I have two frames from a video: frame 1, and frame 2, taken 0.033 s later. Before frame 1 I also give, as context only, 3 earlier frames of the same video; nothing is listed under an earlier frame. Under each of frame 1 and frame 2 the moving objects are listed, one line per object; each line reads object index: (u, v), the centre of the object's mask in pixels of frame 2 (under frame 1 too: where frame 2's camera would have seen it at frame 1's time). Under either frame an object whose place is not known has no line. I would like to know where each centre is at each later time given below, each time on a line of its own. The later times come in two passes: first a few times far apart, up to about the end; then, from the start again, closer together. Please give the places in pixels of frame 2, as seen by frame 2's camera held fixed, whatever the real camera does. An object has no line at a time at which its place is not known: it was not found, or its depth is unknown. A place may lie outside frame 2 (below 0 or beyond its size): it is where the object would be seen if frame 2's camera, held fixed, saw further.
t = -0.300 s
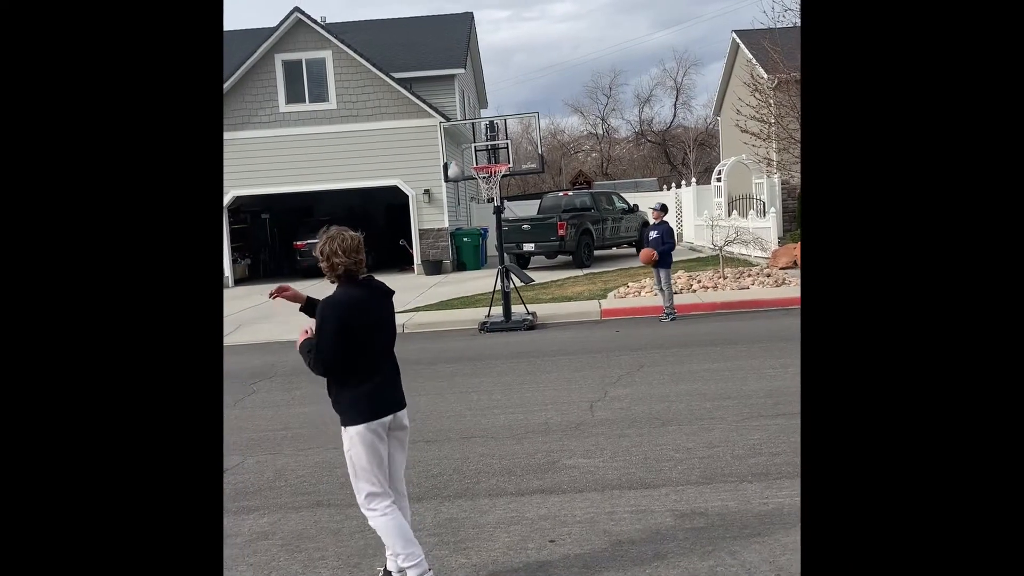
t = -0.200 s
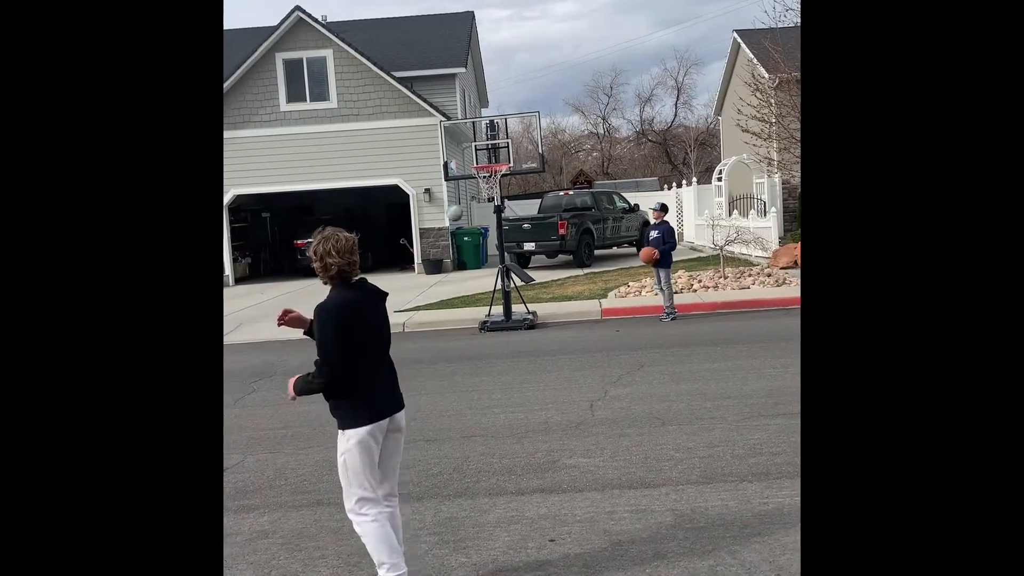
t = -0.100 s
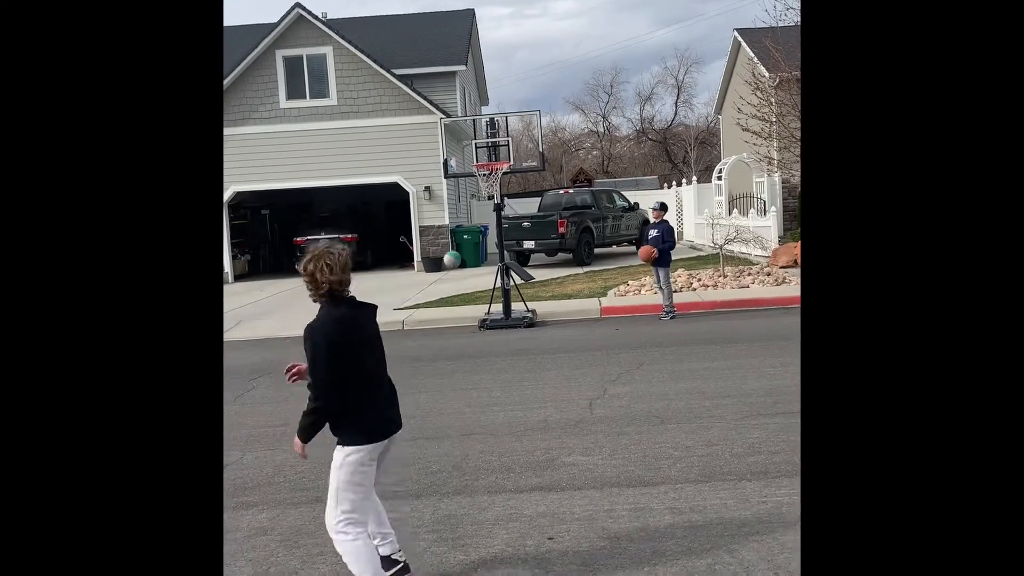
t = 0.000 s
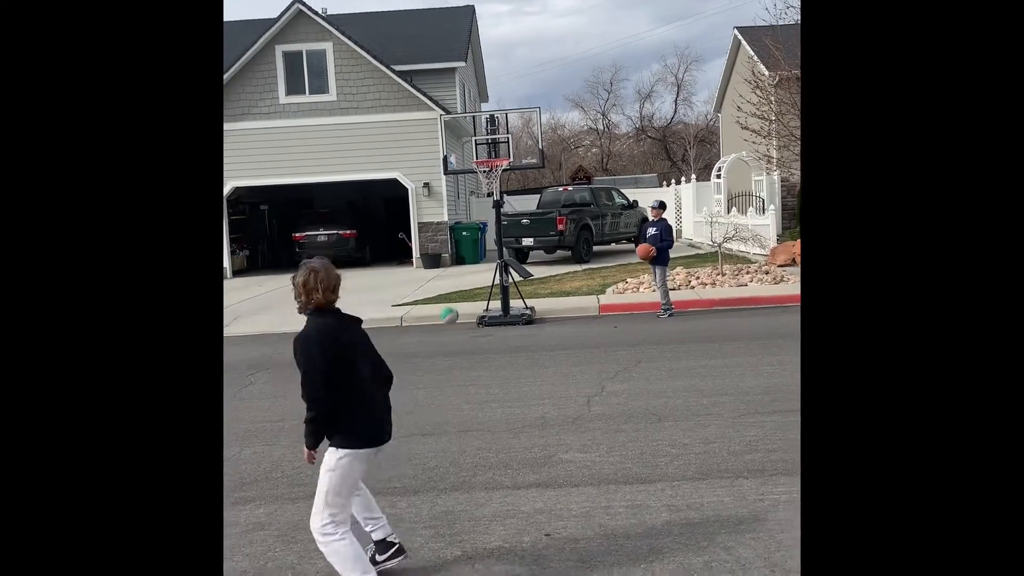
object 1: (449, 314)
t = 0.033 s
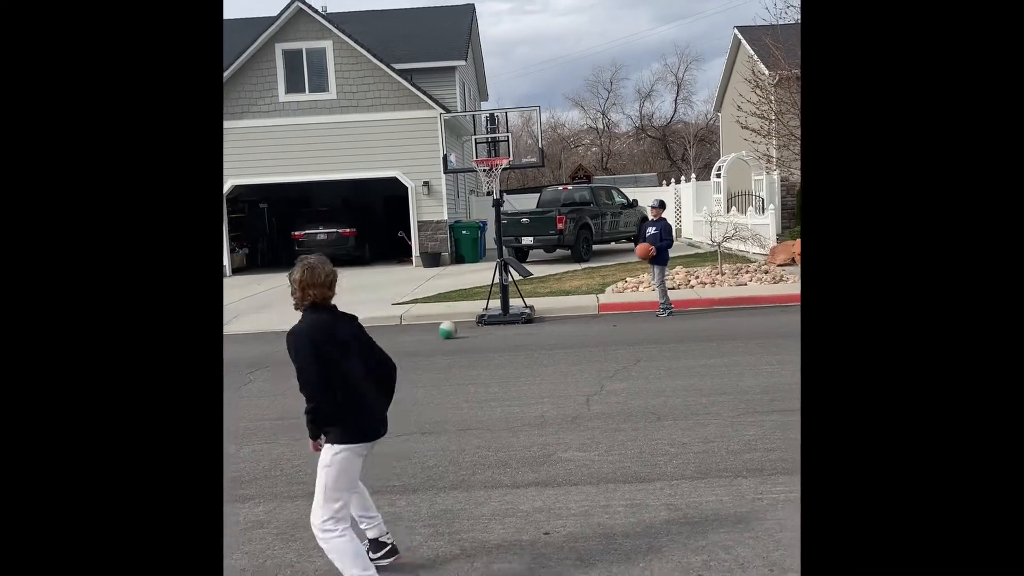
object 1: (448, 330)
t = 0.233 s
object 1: (427, 237)
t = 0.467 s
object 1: (404, 161)
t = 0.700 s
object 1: (378, 126)
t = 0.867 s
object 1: (359, 136)
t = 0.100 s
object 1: (441, 297)
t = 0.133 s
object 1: (438, 281)
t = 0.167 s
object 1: (435, 266)
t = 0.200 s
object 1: (431, 252)
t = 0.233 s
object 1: (427, 237)
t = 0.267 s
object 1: (423, 224)
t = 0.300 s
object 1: (421, 212)
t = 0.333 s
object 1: (417, 200)
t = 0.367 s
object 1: (413, 190)
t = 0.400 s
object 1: (410, 180)
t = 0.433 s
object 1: (406, 170)
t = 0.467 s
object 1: (404, 161)
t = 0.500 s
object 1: (399, 154)
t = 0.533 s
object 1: (395, 146)
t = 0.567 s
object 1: (392, 140)
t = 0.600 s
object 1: (389, 136)
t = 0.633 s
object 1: (385, 131)
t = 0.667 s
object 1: (380, 129)
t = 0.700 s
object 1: (378, 126)
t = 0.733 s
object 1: (374, 126)
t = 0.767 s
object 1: (370, 126)
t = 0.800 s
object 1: (366, 128)
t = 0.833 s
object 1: (363, 131)
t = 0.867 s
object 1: (359, 136)
